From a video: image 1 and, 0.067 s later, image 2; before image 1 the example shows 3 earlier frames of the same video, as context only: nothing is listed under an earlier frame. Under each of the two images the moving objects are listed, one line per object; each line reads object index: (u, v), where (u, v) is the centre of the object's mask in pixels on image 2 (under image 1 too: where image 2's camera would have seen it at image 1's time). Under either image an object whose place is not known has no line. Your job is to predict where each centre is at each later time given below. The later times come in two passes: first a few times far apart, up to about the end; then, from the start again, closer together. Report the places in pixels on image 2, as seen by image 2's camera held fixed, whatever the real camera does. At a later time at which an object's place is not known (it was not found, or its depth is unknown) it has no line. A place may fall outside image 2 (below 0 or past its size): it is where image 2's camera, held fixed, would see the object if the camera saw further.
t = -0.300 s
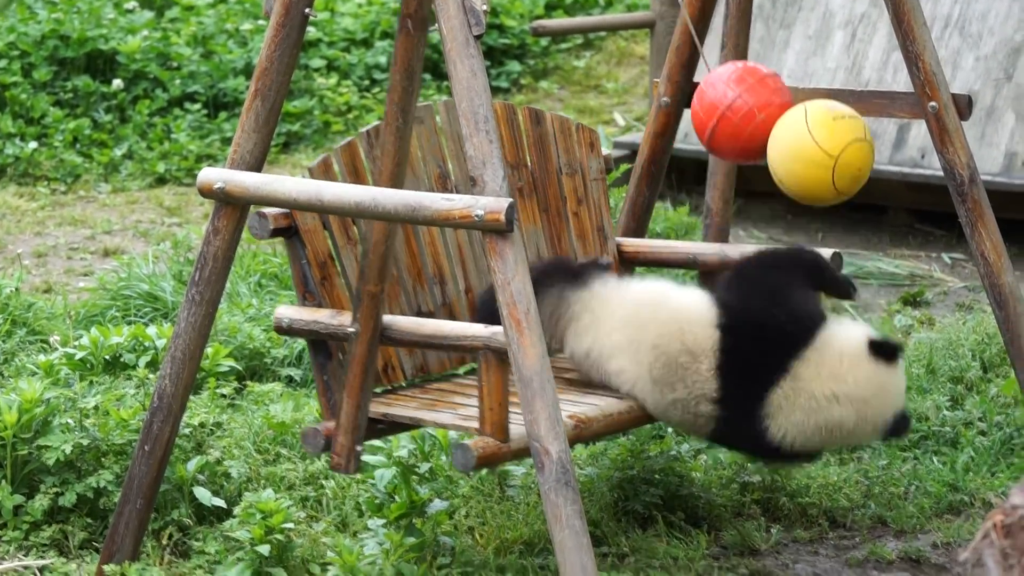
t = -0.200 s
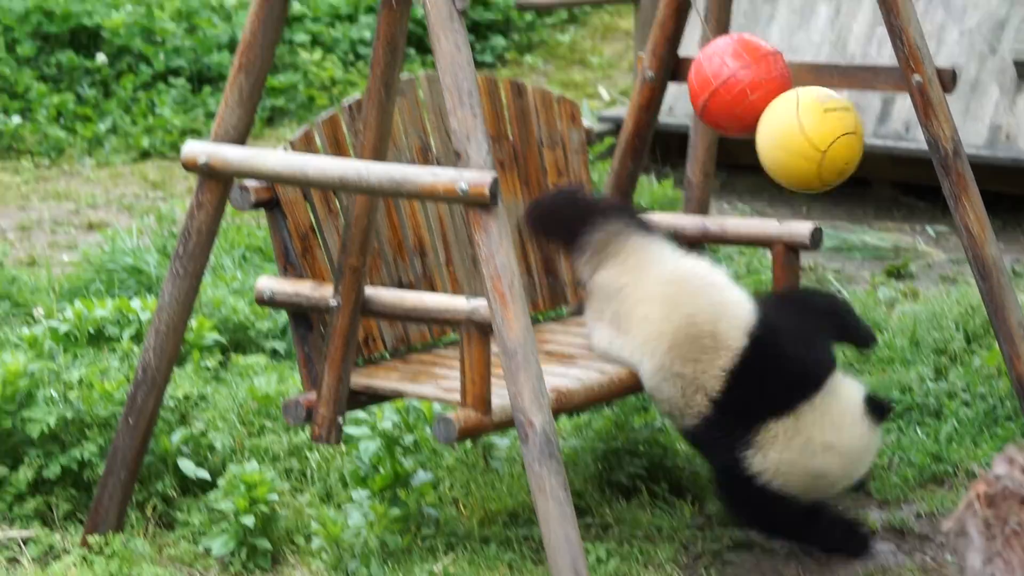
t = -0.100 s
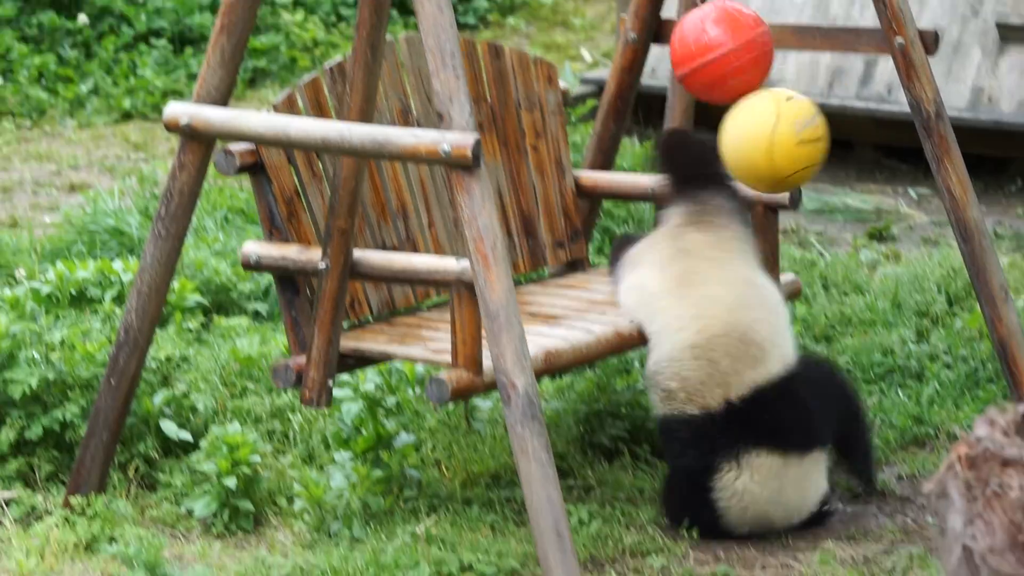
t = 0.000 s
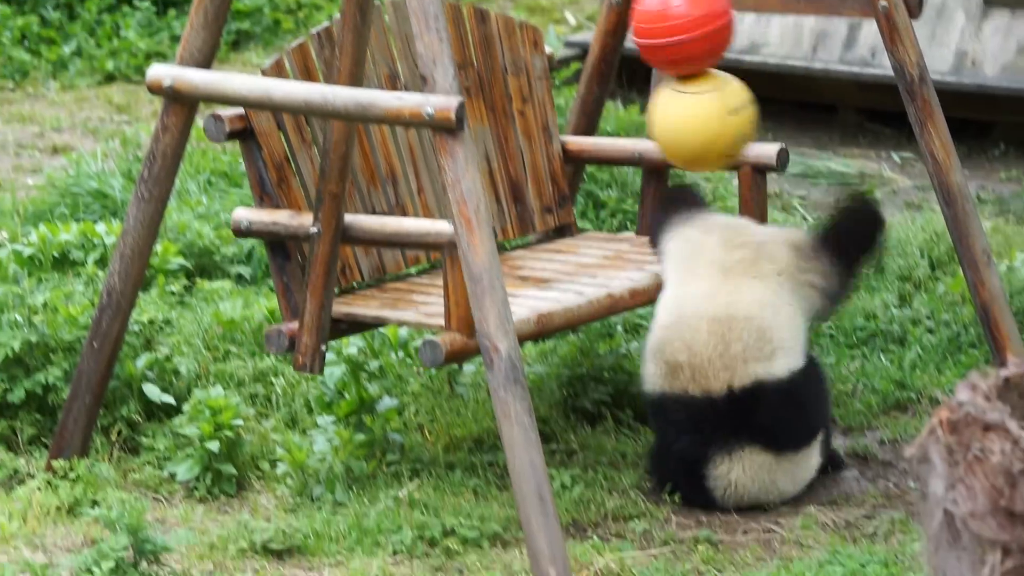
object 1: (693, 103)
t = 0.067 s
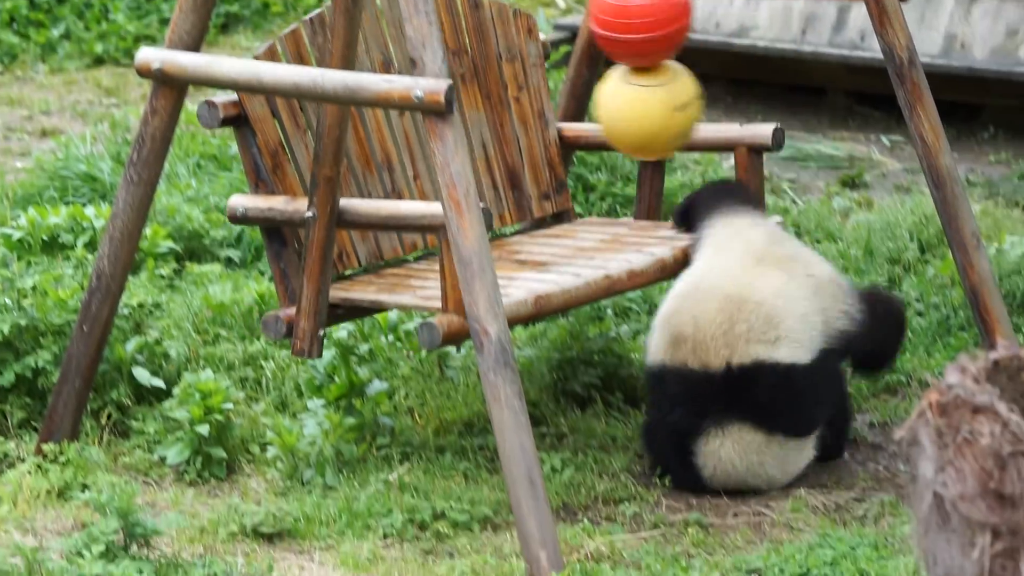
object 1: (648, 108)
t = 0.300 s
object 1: (501, 127)
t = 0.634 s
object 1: (511, 120)
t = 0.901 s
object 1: (589, 127)
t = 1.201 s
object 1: (707, 118)
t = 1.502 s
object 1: (629, 131)
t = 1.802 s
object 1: (488, 130)
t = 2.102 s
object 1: (473, 123)
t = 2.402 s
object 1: (519, 135)
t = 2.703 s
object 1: (670, 113)
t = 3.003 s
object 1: (640, 119)
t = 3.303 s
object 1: (551, 122)
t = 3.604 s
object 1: (491, 120)
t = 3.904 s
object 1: (507, 131)
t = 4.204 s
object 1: (580, 134)
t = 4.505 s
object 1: (578, 135)
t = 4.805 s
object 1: (559, 130)
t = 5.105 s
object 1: (566, 131)
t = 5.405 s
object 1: (557, 133)
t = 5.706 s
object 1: (537, 134)
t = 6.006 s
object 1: (498, 130)
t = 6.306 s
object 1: (513, 132)
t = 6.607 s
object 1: (532, 131)
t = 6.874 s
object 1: (569, 129)
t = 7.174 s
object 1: (563, 131)
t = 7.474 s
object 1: (535, 133)
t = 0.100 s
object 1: (626, 115)
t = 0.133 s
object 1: (603, 123)
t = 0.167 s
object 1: (581, 131)
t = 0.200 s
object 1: (558, 137)
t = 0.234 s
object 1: (536, 139)
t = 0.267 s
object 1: (515, 134)
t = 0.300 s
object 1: (501, 127)
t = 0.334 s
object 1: (491, 123)
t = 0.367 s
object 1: (485, 119)
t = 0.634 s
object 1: (511, 120)
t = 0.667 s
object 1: (514, 128)
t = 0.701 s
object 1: (517, 136)
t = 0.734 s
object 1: (529, 137)
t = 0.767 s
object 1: (541, 139)
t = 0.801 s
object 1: (552, 137)
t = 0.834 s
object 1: (563, 133)
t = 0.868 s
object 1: (576, 130)
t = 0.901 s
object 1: (589, 127)
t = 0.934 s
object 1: (602, 126)
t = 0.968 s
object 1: (616, 124)
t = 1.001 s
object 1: (630, 125)
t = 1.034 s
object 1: (647, 126)
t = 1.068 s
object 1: (663, 128)
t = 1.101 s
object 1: (678, 128)
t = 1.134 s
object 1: (692, 126)
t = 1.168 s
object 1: (701, 122)
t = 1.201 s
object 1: (707, 118)
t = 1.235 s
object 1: (709, 114)
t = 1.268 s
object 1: (708, 113)
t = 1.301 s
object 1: (706, 113)
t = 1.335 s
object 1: (701, 115)
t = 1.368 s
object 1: (694, 119)
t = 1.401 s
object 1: (684, 124)
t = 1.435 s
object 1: (670, 128)
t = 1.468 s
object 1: (651, 130)
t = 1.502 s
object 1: (629, 131)
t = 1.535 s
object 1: (607, 131)
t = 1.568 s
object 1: (583, 129)
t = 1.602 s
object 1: (564, 127)
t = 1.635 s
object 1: (544, 126)
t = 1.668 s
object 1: (527, 126)
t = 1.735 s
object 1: (501, 129)
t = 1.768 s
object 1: (494, 130)
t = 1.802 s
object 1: (488, 130)
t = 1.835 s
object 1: (484, 128)
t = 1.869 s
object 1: (479, 124)
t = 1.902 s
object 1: (474, 121)
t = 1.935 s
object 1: (473, 120)
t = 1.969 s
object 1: (472, 118)
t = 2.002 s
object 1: (470, 117)
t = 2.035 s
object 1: (470, 118)
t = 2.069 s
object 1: (471, 120)
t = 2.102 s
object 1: (473, 123)
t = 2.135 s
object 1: (475, 127)
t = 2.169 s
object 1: (478, 131)
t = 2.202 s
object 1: (480, 134)
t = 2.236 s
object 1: (482, 136)
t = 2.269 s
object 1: (486, 138)
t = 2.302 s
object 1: (490, 138)
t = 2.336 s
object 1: (496, 138)
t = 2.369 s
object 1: (504, 137)
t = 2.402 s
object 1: (519, 135)
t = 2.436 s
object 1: (536, 134)
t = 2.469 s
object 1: (556, 135)
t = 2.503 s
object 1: (576, 135)
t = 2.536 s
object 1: (598, 135)
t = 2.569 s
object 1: (619, 132)
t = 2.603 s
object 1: (637, 126)
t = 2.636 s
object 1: (651, 120)
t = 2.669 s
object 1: (663, 116)
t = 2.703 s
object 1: (670, 113)
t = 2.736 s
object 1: (677, 112)
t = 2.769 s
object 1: (681, 112)
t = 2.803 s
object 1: (683, 114)
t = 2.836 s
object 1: (682, 116)
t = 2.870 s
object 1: (677, 119)
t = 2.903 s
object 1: (670, 120)
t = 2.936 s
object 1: (660, 120)
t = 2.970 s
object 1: (650, 120)
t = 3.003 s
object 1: (640, 119)
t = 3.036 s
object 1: (629, 120)
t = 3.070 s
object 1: (620, 121)
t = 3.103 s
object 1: (610, 124)
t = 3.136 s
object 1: (602, 127)
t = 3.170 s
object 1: (593, 129)
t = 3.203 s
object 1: (585, 129)
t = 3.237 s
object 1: (575, 129)
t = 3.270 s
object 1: (565, 126)
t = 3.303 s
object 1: (551, 122)
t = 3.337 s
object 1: (535, 120)
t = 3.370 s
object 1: (521, 119)
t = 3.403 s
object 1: (518, 116)
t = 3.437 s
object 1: (514, 115)
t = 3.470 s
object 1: (508, 115)
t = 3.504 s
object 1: (502, 116)
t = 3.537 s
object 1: (496, 118)
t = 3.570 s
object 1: (493, 119)
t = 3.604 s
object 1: (491, 120)
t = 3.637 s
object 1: (489, 120)
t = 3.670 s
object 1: (488, 119)
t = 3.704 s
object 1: (488, 121)
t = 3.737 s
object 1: (488, 120)
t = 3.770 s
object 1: (489, 120)
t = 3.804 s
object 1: (491, 120)
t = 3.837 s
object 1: (495, 122)
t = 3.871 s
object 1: (499, 126)
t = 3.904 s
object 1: (507, 131)
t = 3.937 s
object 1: (517, 134)
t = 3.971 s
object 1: (528, 137)
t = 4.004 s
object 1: (538, 137)
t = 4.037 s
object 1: (549, 136)
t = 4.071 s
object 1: (558, 134)
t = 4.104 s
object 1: (565, 132)
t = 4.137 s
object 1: (572, 132)
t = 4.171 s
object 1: (577, 133)
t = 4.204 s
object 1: (580, 134)
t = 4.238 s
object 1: (582, 137)
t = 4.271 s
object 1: (582, 138)
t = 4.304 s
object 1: (581, 138)
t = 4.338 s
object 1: (581, 137)
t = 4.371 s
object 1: (580, 136)
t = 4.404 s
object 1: (578, 135)
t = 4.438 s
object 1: (578, 134)
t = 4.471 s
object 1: (577, 134)
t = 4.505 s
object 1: (578, 135)
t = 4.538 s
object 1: (578, 135)
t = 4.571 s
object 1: (579, 136)
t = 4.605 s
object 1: (579, 136)
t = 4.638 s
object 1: (579, 135)
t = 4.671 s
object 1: (578, 134)
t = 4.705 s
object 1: (575, 132)
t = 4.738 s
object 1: (571, 130)
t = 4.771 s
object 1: (566, 129)
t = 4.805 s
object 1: (559, 130)
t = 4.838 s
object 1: (551, 131)
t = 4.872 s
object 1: (551, 129)
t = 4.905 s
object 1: (557, 127)
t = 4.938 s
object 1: (562, 127)
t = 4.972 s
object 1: (565, 126)
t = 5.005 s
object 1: (567, 127)
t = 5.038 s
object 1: (568, 128)
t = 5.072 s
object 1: (568, 130)
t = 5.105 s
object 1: (566, 131)
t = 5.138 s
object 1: (564, 131)
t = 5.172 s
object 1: (562, 131)
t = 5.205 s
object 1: (560, 130)
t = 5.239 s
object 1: (558, 130)
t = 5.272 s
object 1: (558, 130)
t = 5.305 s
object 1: (557, 130)
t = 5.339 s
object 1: (556, 131)
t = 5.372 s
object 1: (557, 132)
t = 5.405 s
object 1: (557, 133)
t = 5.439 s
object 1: (557, 134)
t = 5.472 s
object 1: (558, 134)
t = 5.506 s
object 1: (558, 133)
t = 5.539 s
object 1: (557, 132)
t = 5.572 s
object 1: (556, 131)
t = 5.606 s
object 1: (552, 131)
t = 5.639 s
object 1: (548, 132)
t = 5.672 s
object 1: (543, 133)
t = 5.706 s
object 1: (537, 134)
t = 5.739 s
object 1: (530, 135)
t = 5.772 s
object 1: (523, 135)
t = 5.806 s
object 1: (516, 135)
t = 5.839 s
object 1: (509, 134)
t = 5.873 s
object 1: (505, 132)
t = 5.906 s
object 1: (502, 131)
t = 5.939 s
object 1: (500, 130)
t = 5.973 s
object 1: (498, 130)
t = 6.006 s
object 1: (498, 130)
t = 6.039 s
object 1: (498, 131)
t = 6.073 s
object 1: (500, 132)
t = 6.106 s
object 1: (501, 133)
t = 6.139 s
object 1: (503, 133)
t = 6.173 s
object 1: (505, 133)
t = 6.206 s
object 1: (507, 132)
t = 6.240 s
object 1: (509, 131)
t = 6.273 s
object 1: (511, 131)
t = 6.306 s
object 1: (513, 132)
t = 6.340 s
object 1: (515, 132)
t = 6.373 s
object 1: (516, 133)
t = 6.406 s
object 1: (517, 133)
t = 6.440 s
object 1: (518, 133)
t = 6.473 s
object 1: (519, 132)
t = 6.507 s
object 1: (521, 132)
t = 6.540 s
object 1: (525, 132)
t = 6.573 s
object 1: (528, 131)
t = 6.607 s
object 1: (532, 131)
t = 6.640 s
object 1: (536, 131)
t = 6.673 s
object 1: (541, 131)
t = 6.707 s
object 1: (546, 131)
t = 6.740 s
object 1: (551, 131)
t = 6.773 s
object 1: (556, 131)
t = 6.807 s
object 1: (561, 131)
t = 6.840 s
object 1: (566, 130)
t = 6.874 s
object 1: (569, 129)
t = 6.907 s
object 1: (572, 129)
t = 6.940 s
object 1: (574, 128)
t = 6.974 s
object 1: (575, 129)
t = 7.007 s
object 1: (574, 129)
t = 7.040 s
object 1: (573, 130)
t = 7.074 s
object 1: (571, 130)
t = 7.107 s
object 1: (569, 131)
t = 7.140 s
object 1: (566, 131)
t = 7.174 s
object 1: (563, 131)
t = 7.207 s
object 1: (560, 131)
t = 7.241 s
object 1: (556, 132)
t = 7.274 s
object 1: (553, 132)
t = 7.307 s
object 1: (550, 132)
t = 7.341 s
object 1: (547, 132)
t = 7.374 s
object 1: (544, 132)
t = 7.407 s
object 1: (541, 133)
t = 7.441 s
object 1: (538, 133)
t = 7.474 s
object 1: (535, 133)
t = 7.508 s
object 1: (532, 133)
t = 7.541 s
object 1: (529, 132)
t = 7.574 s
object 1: (526, 132)
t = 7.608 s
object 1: (522, 132)
